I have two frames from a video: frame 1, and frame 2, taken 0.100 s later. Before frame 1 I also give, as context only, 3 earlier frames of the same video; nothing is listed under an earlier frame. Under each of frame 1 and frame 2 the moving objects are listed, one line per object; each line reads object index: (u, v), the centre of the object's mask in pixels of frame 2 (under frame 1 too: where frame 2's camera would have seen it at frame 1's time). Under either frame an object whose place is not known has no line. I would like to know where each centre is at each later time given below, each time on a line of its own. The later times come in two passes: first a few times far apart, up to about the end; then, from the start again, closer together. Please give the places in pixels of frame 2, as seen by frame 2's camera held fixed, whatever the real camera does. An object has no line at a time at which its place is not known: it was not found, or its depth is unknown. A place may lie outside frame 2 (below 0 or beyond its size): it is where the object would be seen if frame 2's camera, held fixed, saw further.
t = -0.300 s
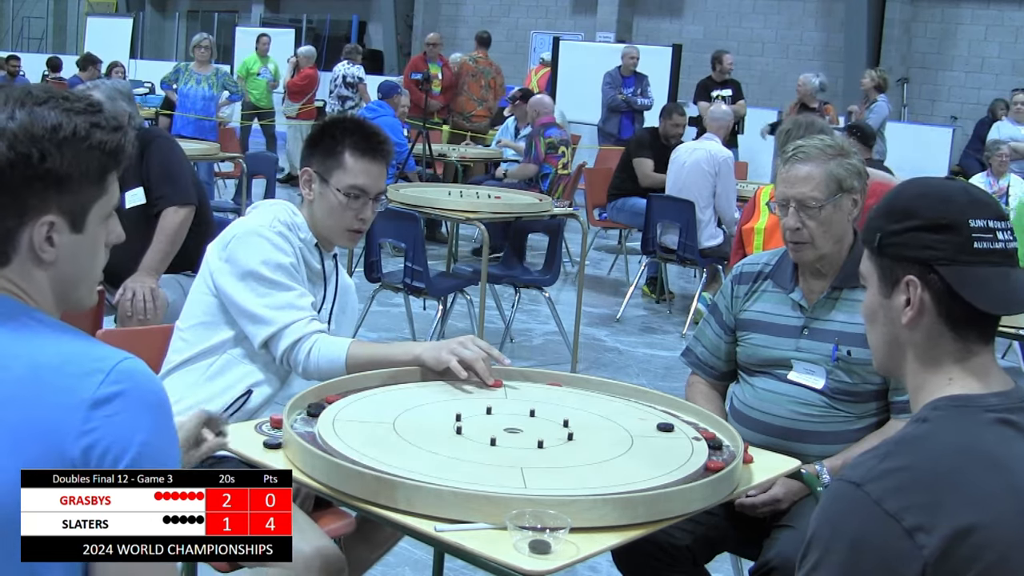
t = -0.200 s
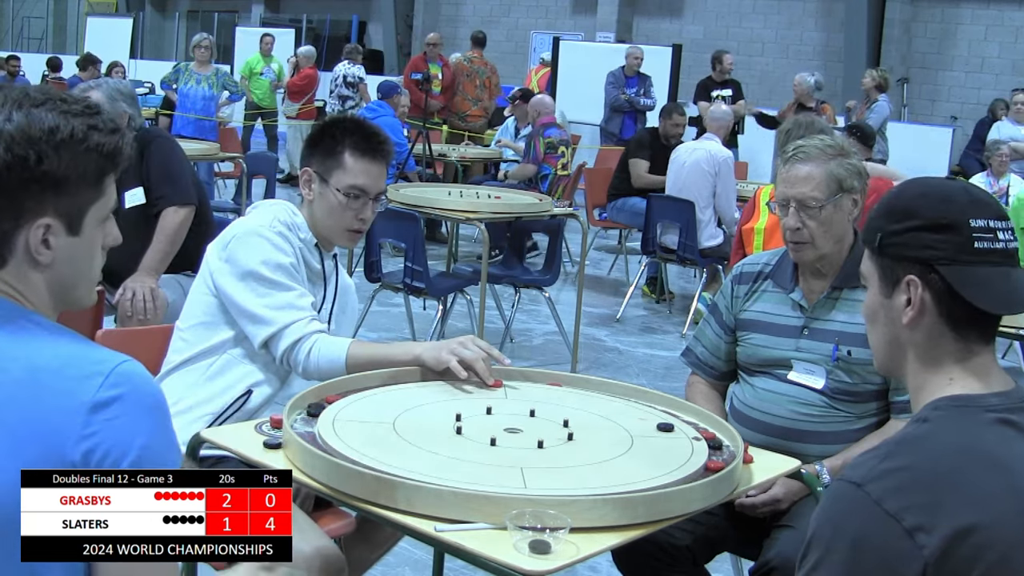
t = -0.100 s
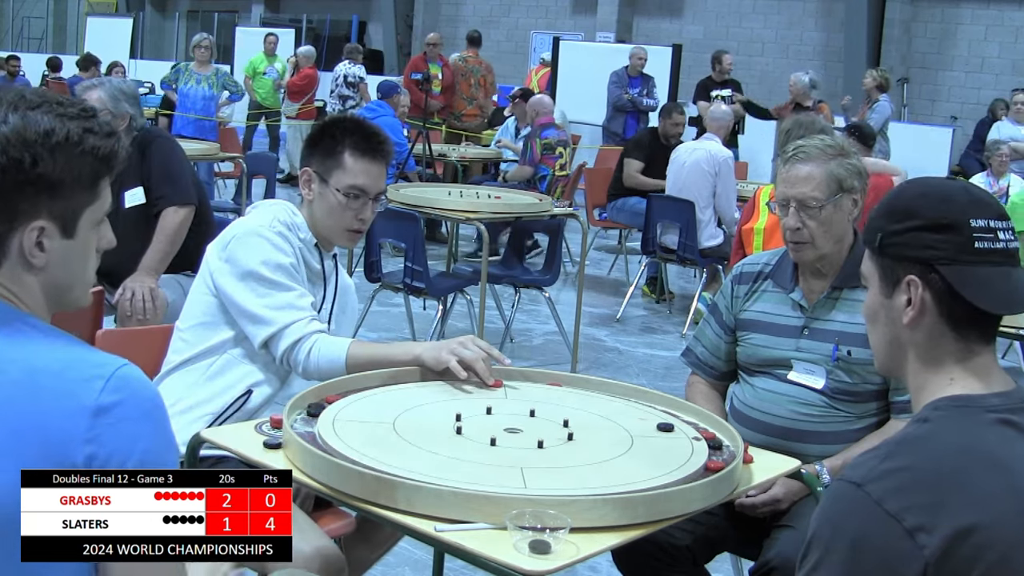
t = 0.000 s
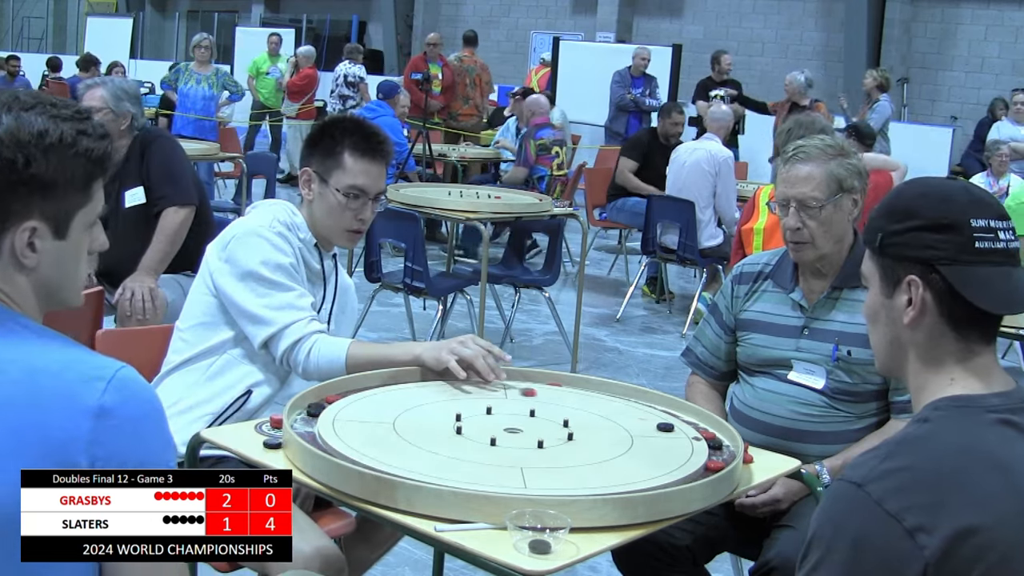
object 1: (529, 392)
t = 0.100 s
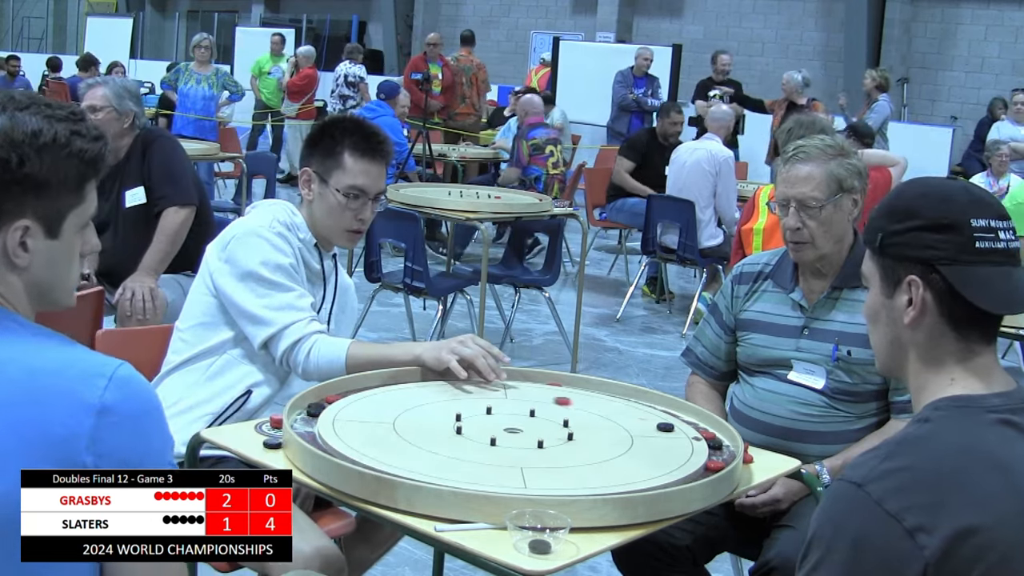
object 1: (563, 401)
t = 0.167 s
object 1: (584, 406)
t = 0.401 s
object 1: (643, 421)
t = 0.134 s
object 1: (573, 404)
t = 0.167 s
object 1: (584, 406)
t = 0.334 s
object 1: (629, 417)
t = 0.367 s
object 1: (636, 420)
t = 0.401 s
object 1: (643, 421)
